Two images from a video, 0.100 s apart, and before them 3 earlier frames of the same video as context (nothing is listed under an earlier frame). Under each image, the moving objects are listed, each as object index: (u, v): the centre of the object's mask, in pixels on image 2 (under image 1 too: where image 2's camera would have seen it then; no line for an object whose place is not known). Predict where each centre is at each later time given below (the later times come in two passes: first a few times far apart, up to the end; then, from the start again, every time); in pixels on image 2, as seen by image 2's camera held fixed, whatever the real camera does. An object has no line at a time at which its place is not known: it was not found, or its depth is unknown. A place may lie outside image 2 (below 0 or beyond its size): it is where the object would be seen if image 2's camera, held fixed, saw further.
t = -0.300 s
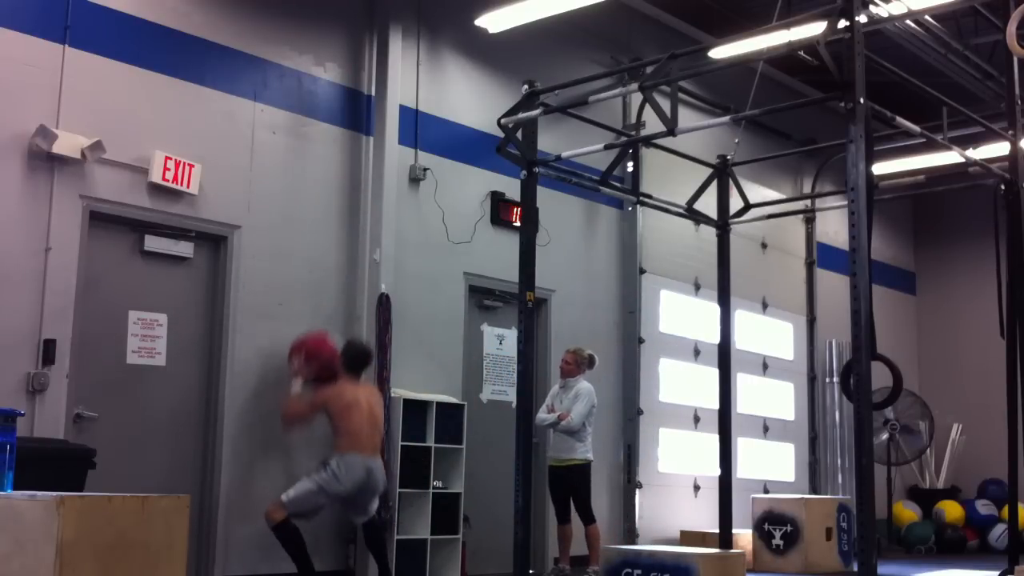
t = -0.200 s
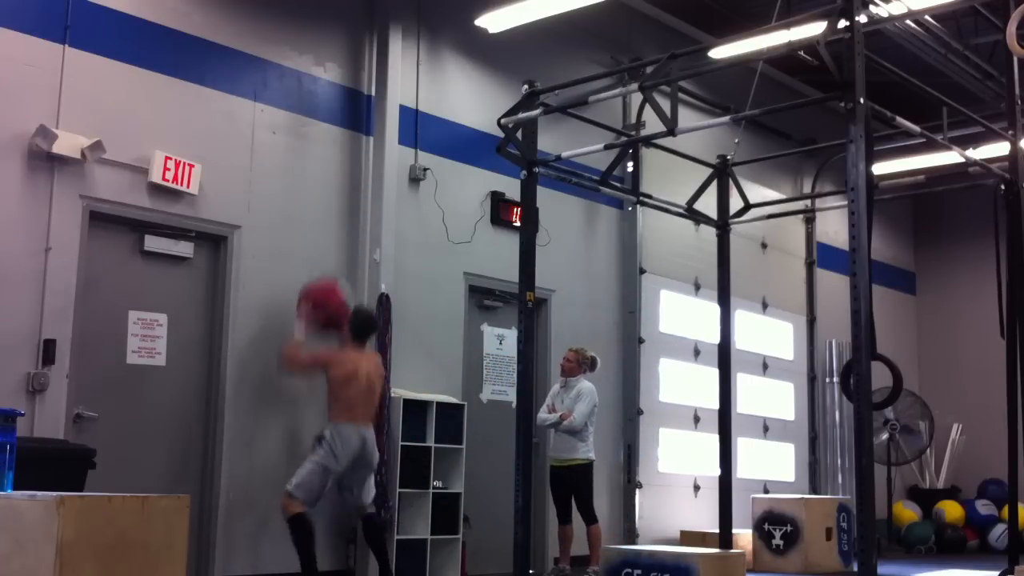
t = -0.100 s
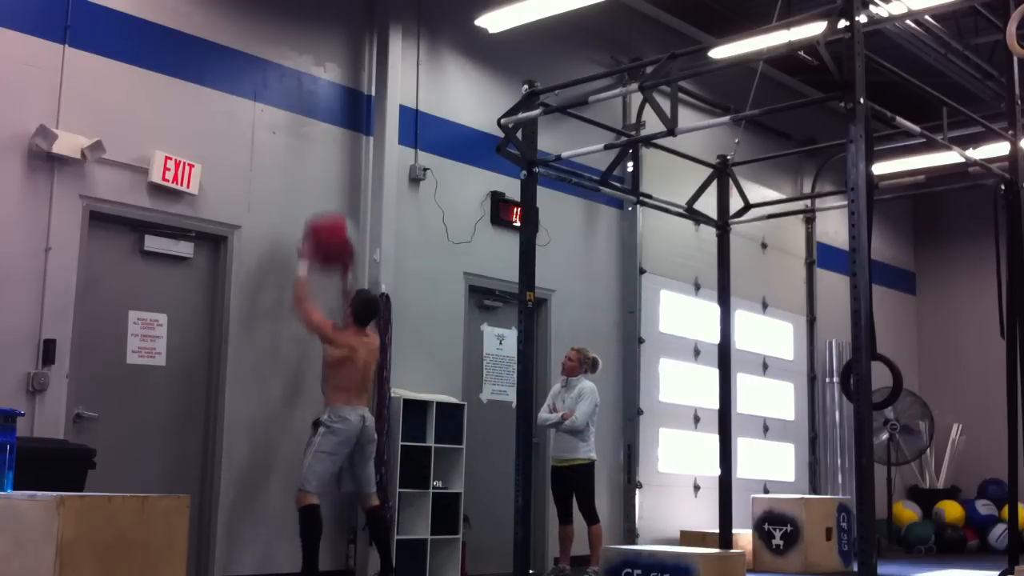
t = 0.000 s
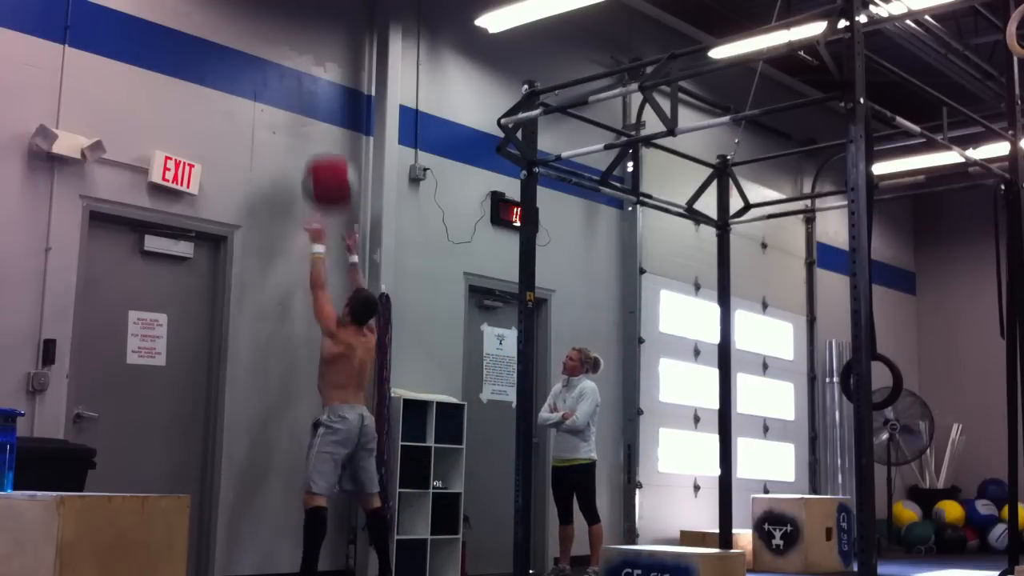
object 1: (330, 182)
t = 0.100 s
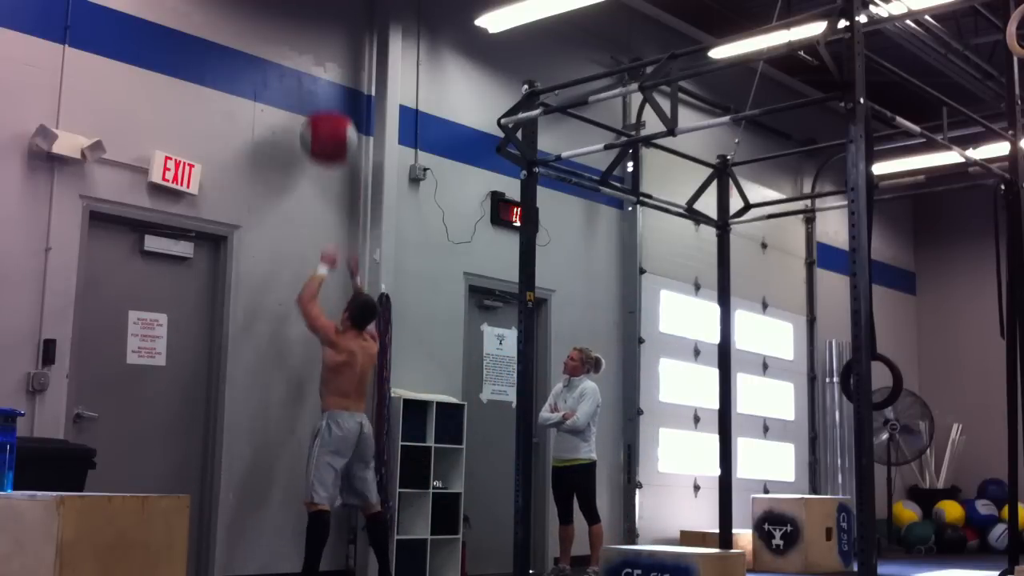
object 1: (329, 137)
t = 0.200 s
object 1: (327, 106)
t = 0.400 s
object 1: (321, 88)
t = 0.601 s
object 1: (320, 121)
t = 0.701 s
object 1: (320, 157)
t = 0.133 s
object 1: (328, 126)
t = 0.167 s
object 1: (327, 115)
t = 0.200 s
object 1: (327, 106)
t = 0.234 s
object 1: (326, 99)
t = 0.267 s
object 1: (325, 94)
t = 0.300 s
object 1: (324, 91)
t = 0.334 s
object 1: (323, 88)
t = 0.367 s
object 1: (322, 88)
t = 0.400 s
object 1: (321, 88)
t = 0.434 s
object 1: (320, 91)
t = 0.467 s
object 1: (319, 93)
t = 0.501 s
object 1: (318, 99)
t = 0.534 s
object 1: (319, 105)
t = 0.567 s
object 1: (320, 113)
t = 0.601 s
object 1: (320, 121)
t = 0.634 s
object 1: (320, 131)
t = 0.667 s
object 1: (320, 143)
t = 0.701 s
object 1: (320, 157)
